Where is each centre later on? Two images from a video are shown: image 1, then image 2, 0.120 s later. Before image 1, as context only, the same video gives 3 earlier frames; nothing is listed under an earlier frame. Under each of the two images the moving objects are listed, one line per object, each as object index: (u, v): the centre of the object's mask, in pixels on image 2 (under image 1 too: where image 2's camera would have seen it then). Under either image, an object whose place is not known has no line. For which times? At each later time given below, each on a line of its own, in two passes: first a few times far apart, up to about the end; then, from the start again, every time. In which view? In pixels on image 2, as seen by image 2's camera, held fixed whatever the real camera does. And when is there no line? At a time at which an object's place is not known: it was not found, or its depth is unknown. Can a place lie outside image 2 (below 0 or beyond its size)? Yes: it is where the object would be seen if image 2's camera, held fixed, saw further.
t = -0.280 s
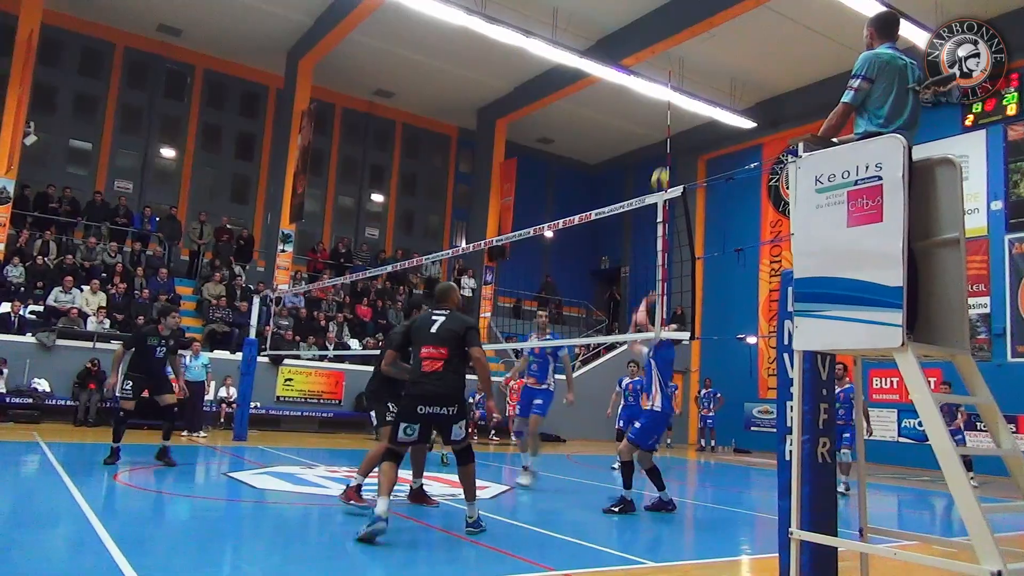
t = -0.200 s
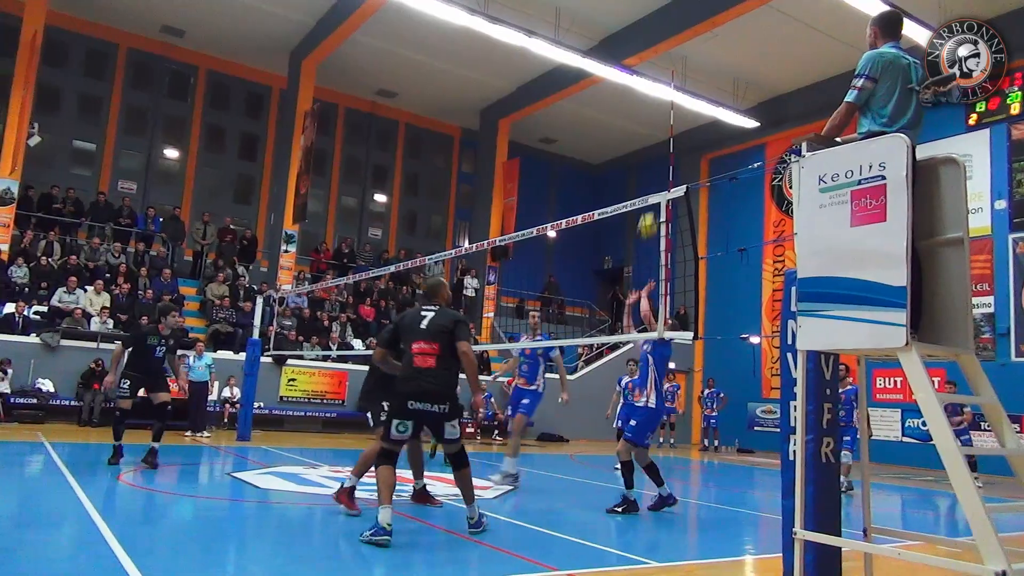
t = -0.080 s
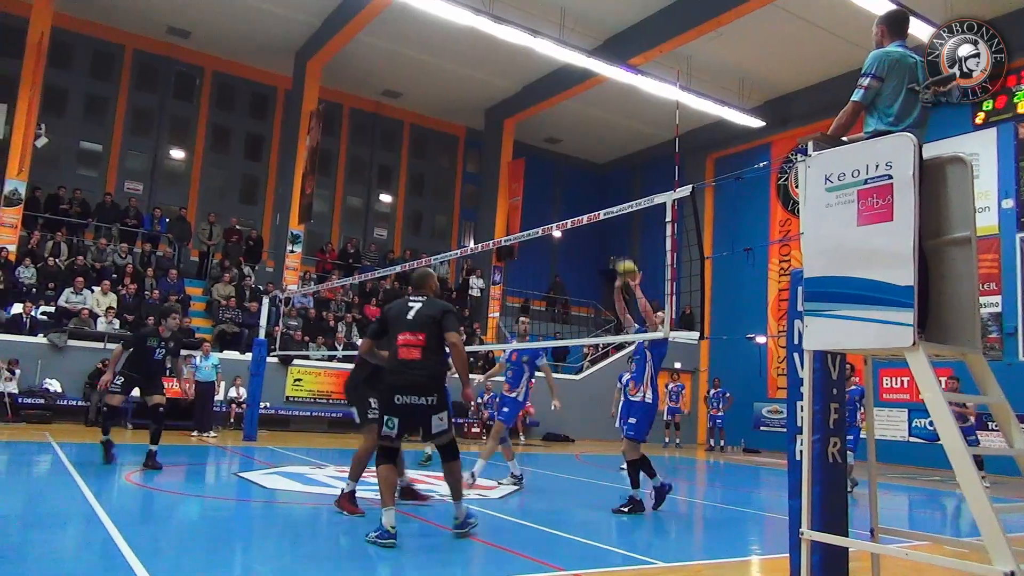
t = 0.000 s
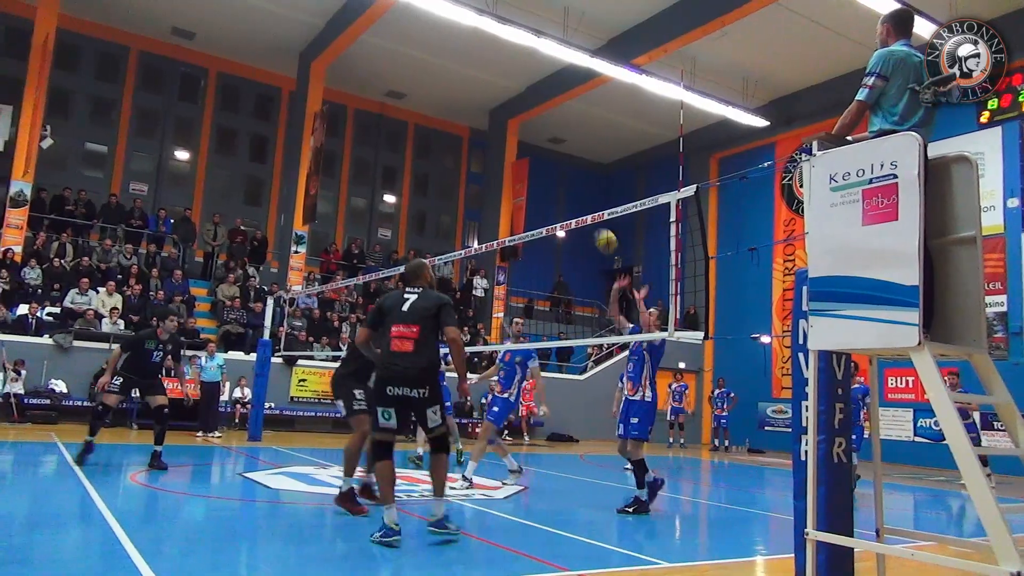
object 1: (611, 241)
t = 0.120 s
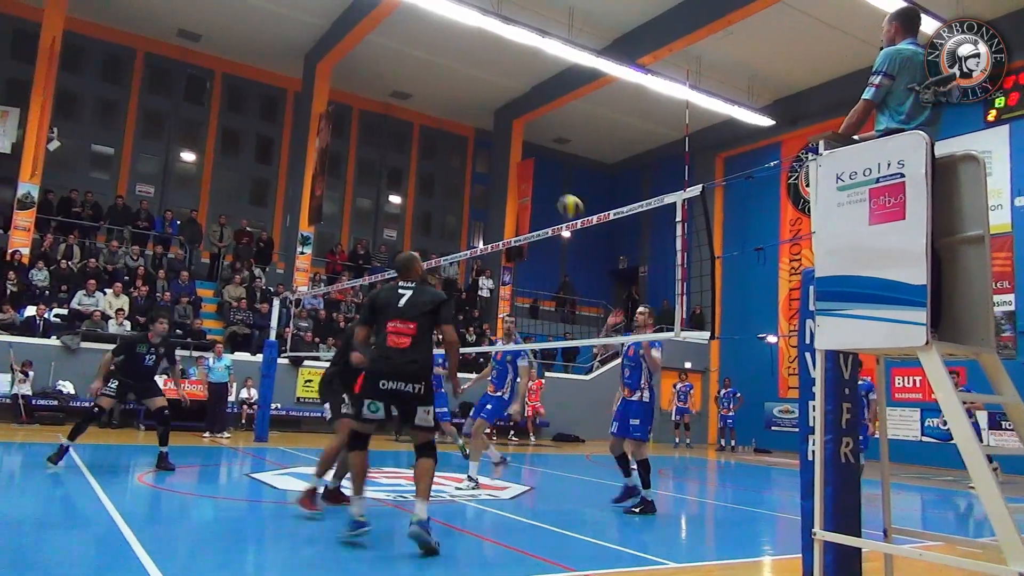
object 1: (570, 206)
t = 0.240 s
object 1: (528, 185)
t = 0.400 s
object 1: (463, 183)
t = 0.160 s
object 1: (556, 198)
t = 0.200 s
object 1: (542, 191)
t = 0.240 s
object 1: (528, 185)
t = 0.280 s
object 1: (512, 183)
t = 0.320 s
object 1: (496, 181)
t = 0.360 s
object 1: (481, 181)
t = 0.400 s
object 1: (463, 183)
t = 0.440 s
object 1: (446, 186)
